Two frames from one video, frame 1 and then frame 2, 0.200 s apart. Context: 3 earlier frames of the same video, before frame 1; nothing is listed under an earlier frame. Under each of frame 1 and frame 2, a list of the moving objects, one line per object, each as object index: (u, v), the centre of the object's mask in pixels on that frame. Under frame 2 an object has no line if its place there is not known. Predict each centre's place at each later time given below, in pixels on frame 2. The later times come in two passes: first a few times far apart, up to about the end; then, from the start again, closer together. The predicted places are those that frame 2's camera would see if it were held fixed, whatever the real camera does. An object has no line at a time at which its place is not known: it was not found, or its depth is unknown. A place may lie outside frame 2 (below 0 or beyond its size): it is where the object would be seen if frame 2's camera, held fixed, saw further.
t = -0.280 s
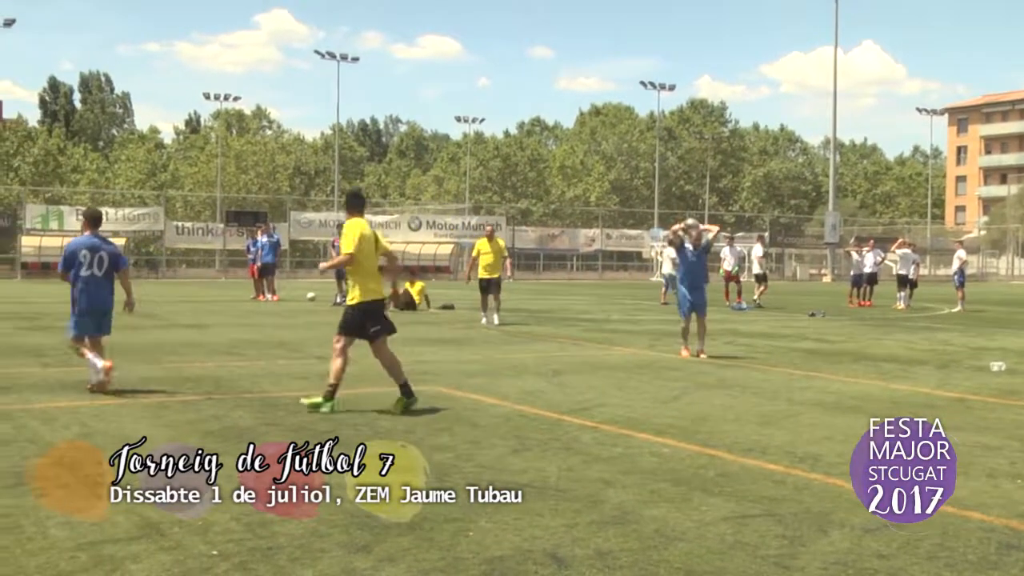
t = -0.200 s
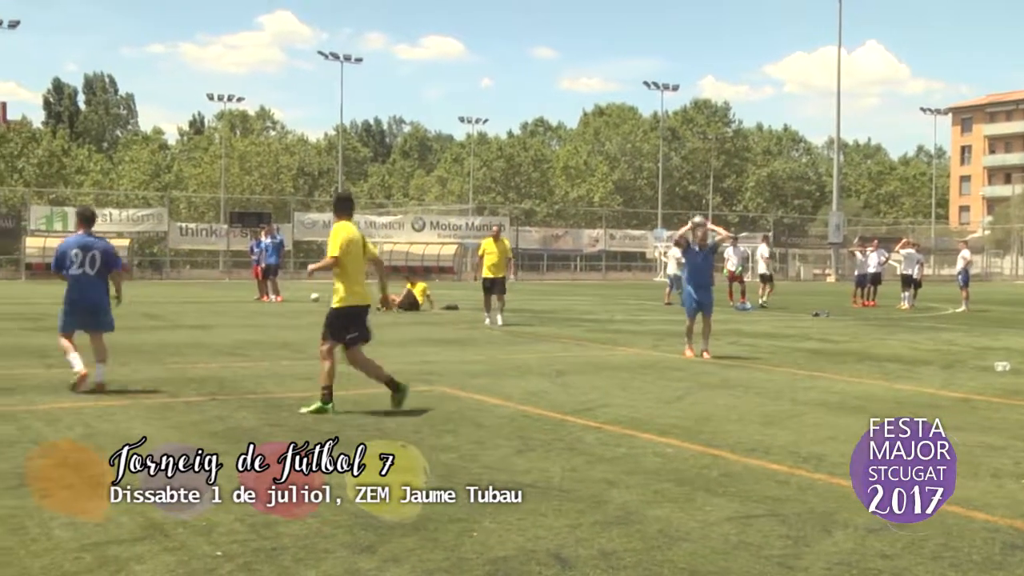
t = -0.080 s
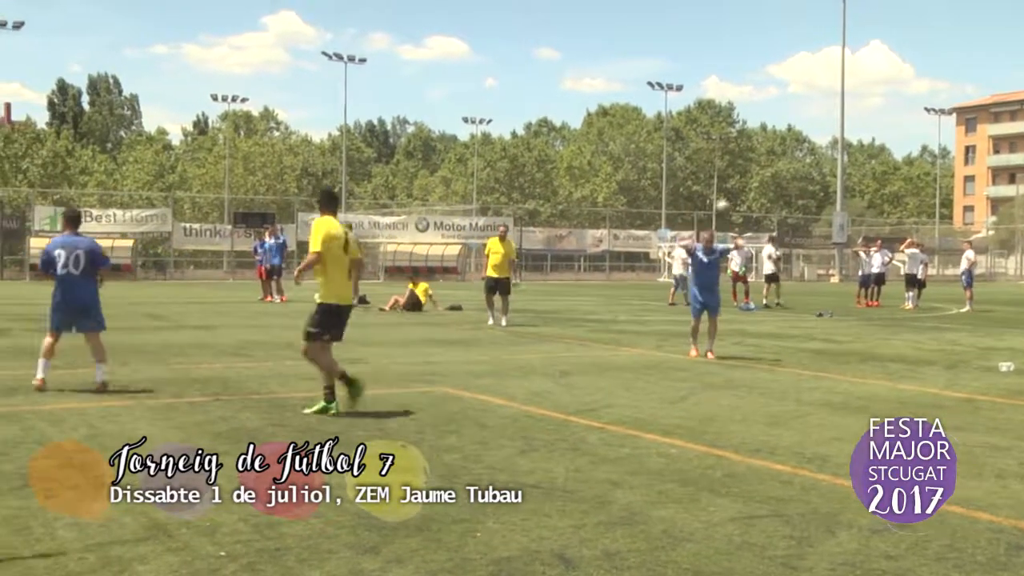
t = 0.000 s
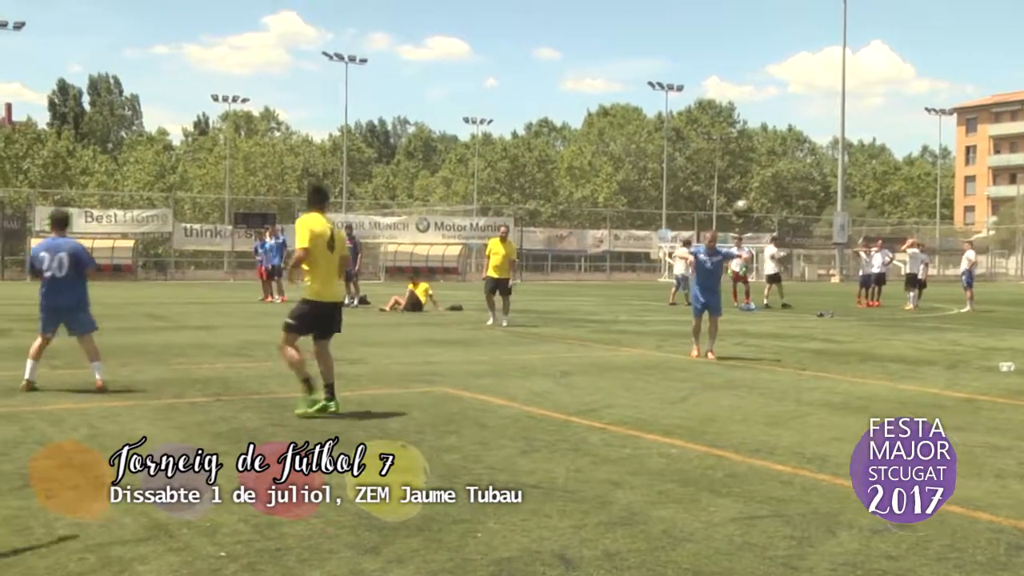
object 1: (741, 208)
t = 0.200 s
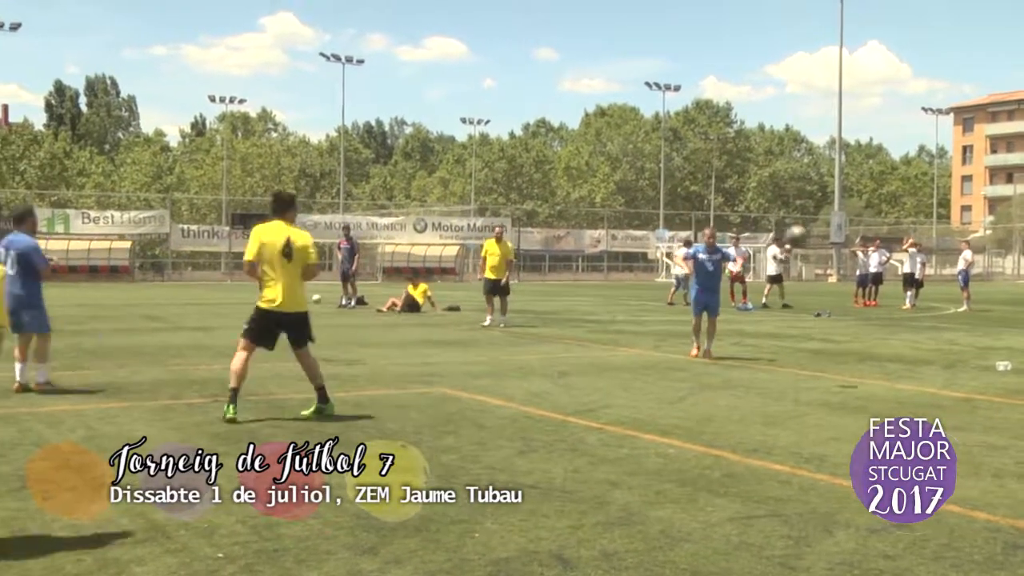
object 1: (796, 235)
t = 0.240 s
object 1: (810, 247)
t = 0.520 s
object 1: (929, 396)
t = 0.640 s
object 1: (970, 374)
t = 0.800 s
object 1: (1020, 324)
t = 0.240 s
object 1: (810, 247)
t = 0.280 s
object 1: (824, 260)
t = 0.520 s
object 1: (929, 396)
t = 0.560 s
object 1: (947, 409)
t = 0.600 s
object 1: (957, 392)
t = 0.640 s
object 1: (970, 374)
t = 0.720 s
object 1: (994, 346)
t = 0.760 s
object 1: (1006, 333)
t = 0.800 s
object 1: (1020, 324)
